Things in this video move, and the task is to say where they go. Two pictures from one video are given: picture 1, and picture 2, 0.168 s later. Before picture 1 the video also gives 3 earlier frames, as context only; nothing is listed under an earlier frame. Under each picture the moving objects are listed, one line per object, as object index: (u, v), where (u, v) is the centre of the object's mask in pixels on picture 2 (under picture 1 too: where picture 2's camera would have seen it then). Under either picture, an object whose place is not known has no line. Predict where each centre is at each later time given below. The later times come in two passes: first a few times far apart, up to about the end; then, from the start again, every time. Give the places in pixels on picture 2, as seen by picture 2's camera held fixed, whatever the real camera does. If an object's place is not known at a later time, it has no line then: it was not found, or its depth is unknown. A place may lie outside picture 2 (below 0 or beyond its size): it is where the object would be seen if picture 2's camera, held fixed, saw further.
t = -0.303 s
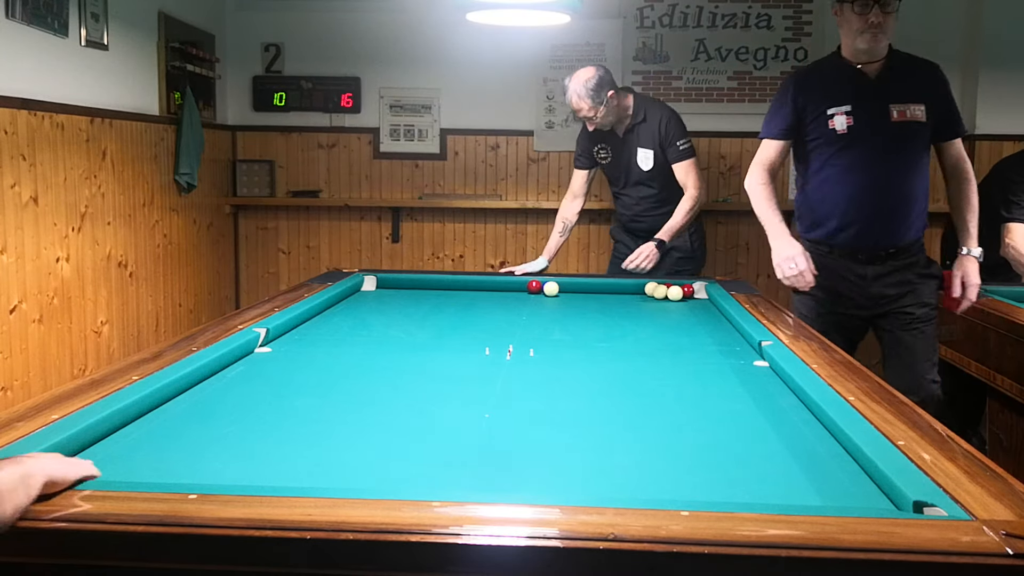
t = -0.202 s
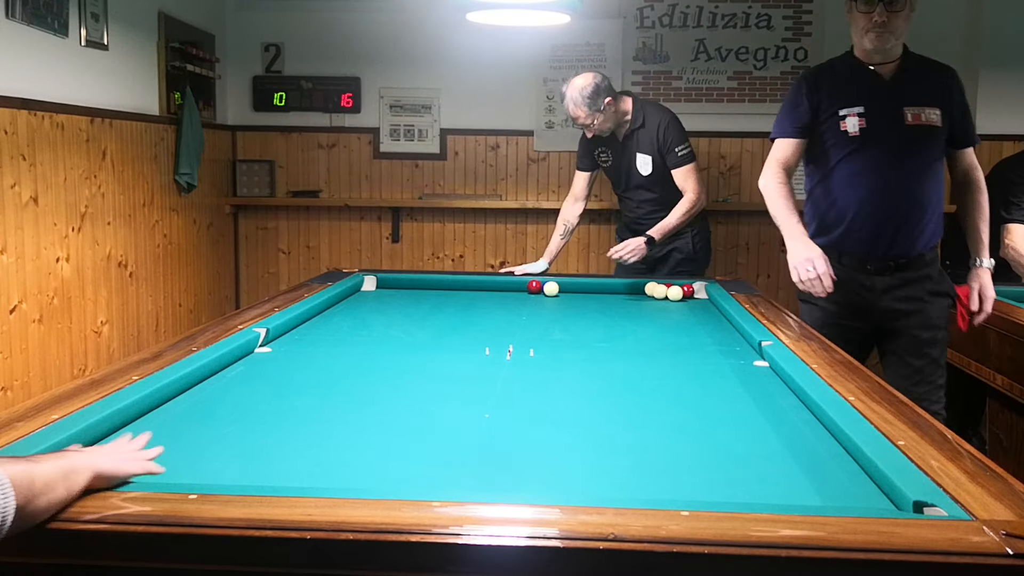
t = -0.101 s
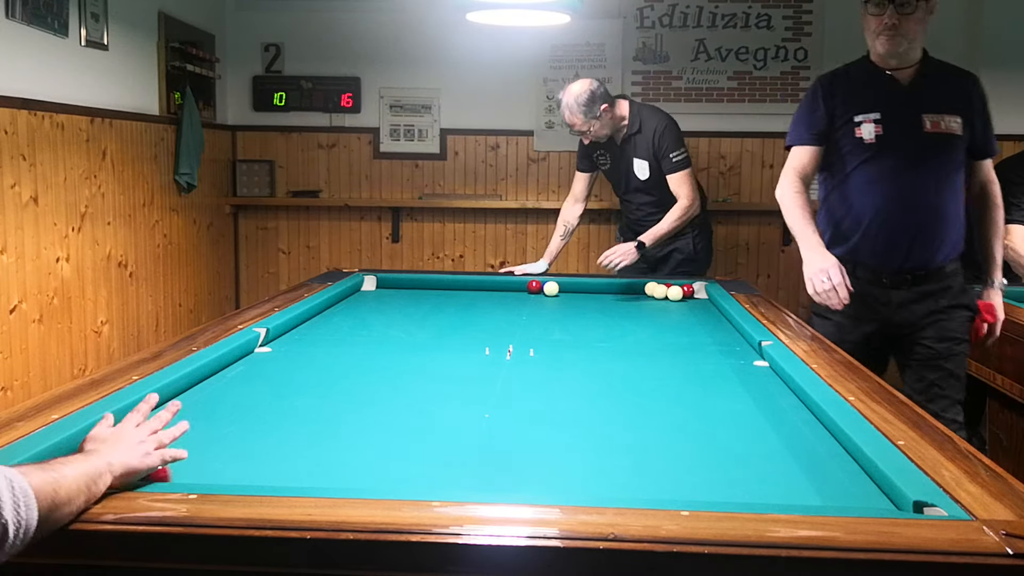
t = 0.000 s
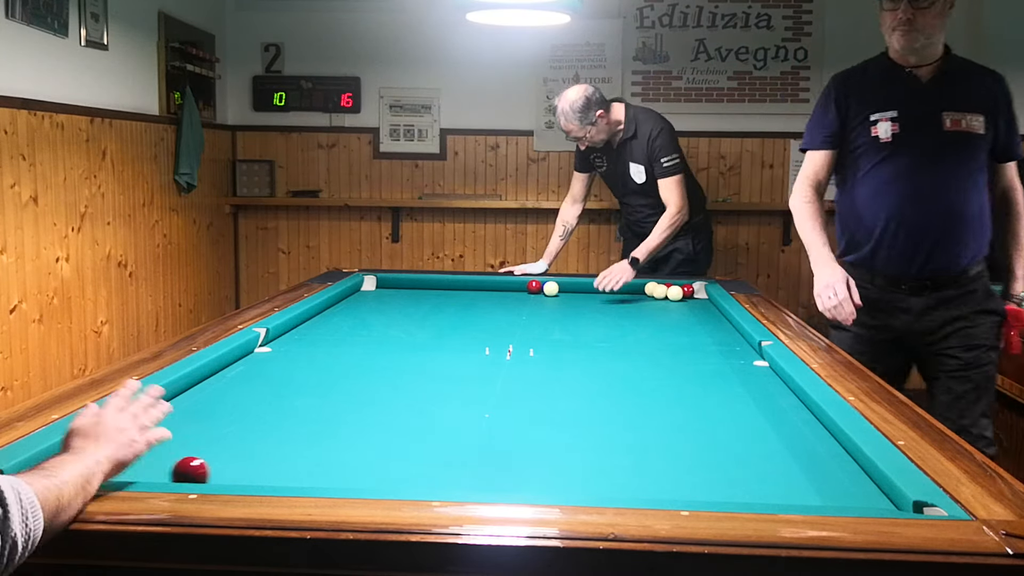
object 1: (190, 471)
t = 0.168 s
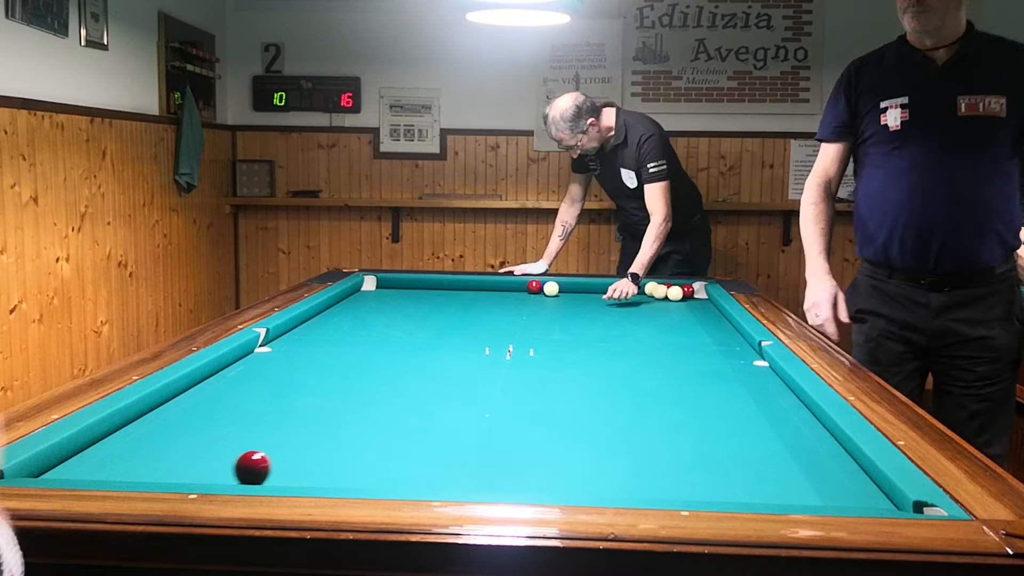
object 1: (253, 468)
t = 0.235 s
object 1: (276, 466)
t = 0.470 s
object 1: (356, 459)
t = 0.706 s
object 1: (429, 451)
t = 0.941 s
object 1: (491, 445)
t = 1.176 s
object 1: (557, 438)
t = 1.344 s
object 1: (598, 435)
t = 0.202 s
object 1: (264, 467)
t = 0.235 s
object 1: (276, 466)
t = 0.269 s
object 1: (288, 466)
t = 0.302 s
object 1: (300, 464)
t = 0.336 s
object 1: (311, 462)
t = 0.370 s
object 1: (323, 461)
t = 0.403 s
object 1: (334, 460)
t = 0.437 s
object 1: (345, 459)
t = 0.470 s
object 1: (356, 459)
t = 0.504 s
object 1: (367, 457)
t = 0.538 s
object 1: (377, 456)
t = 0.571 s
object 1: (388, 455)
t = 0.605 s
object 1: (398, 454)
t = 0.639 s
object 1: (409, 453)
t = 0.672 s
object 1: (418, 452)
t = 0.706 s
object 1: (429, 451)
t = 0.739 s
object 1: (439, 451)
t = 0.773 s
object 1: (448, 450)
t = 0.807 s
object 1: (459, 448)
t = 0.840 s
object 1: (465, 447)
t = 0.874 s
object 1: (473, 447)
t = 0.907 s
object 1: (482, 445)
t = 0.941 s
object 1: (491, 445)
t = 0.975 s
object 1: (501, 444)
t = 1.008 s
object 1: (510, 443)
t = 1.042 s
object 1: (519, 442)
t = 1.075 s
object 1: (528, 441)
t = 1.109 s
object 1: (537, 440)
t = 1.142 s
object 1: (547, 440)
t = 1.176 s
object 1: (557, 438)
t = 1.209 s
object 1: (565, 438)
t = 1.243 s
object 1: (573, 437)
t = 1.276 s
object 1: (583, 436)
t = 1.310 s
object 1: (590, 436)
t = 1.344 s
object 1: (598, 435)
